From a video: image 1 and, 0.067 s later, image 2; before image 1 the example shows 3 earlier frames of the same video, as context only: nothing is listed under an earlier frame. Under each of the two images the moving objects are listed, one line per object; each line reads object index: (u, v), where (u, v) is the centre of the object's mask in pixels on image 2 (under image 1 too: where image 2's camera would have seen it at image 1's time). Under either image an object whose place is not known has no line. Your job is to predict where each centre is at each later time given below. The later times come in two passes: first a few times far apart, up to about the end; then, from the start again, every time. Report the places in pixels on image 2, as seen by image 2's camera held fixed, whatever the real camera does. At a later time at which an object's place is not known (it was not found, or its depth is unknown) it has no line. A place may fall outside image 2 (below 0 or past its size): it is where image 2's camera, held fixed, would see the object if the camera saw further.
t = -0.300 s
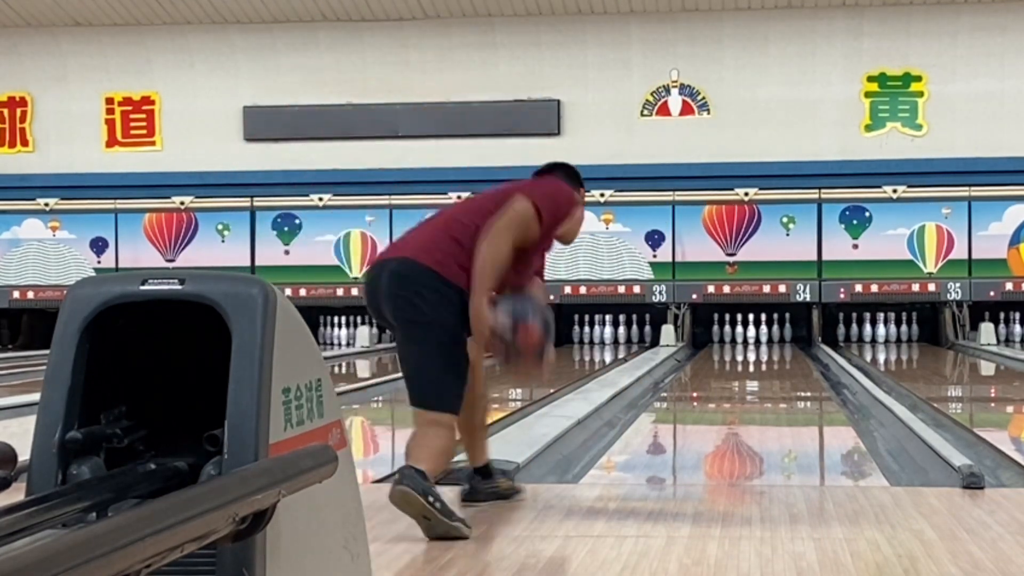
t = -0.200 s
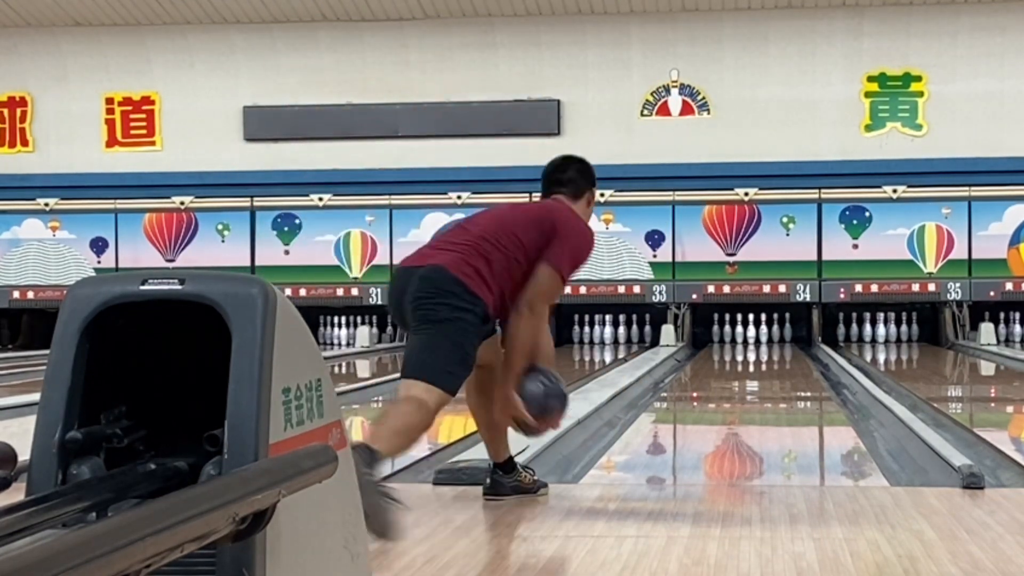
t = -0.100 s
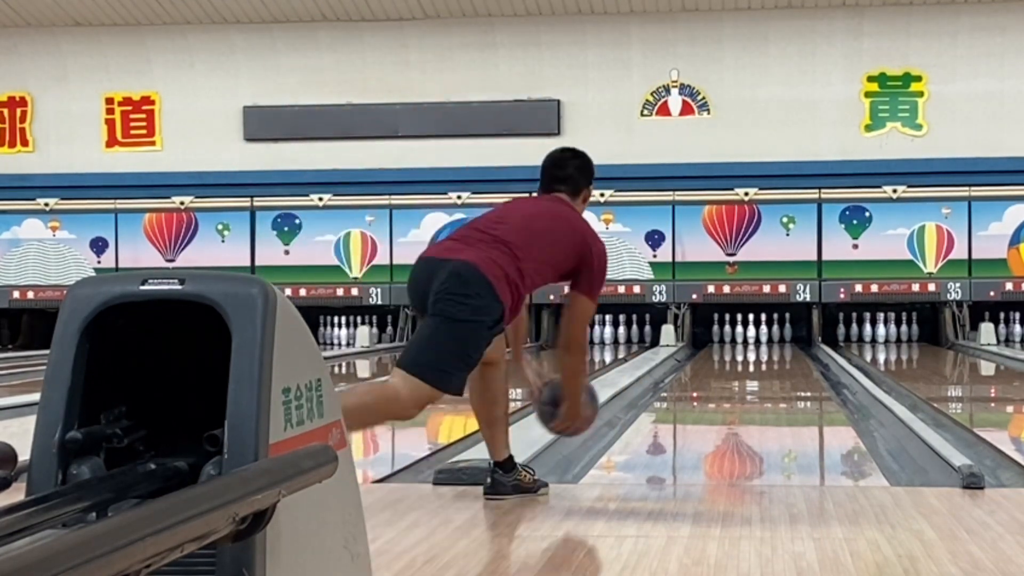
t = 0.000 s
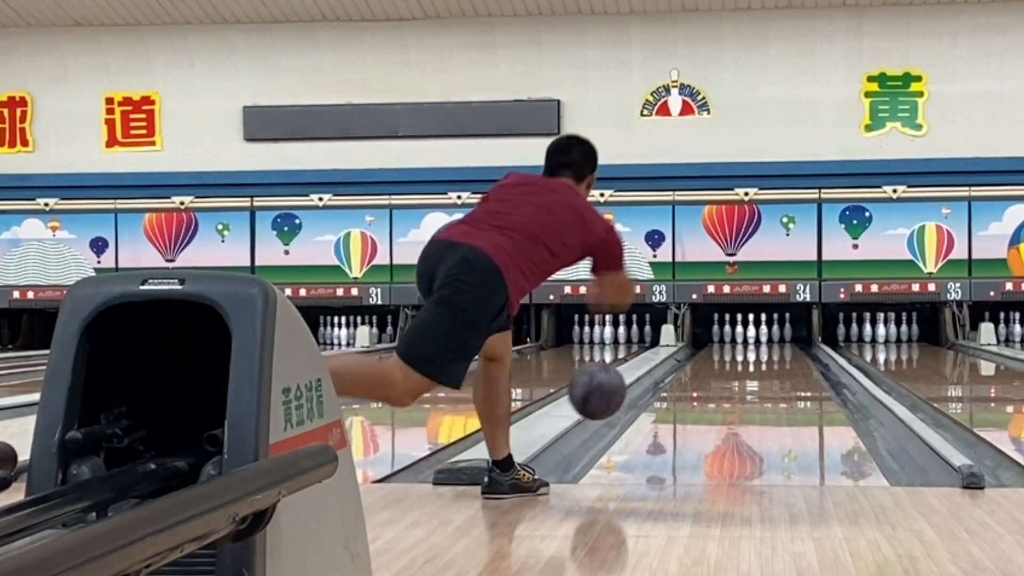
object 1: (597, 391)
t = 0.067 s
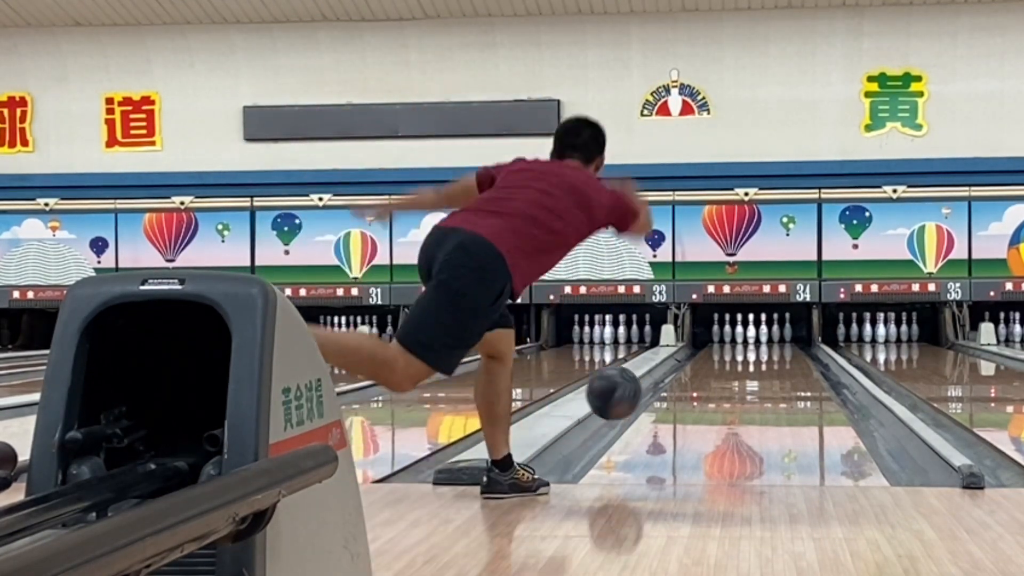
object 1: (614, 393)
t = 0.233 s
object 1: (649, 415)
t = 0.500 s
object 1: (689, 397)
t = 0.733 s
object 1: (715, 385)
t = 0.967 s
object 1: (733, 375)
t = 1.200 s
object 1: (747, 367)
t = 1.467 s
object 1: (758, 359)
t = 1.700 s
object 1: (766, 354)
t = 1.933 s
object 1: (771, 349)
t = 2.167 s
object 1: (776, 346)
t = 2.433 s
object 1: (776, 342)
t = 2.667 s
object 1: (772, 340)
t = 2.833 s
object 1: (766, 338)
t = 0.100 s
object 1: (621, 398)
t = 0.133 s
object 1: (629, 406)
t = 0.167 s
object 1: (636, 416)
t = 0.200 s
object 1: (643, 419)
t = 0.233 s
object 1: (649, 415)
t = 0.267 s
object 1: (655, 414)
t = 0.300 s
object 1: (661, 411)
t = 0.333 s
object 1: (666, 409)
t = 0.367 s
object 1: (671, 405)
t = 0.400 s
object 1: (676, 404)
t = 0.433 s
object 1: (681, 402)
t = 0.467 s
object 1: (685, 399)
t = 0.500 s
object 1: (689, 397)
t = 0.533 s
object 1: (694, 395)
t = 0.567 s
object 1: (698, 394)
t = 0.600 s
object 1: (701, 392)
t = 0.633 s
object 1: (704, 389)
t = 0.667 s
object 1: (708, 388)
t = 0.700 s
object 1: (712, 387)
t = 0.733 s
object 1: (715, 385)
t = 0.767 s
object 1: (717, 384)
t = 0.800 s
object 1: (720, 383)
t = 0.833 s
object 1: (723, 381)
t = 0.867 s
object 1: (726, 380)
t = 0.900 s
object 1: (728, 378)
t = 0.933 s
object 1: (731, 377)
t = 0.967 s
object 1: (733, 375)
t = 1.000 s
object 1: (735, 374)
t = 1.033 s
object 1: (737, 373)
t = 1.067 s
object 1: (739, 372)
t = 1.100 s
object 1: (741, 371)
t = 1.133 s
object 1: (743, 369)
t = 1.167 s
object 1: (745, 368)
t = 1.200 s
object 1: (747, 367)
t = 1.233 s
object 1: (748, 366)
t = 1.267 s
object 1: (750, 365)
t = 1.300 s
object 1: (751, 364)
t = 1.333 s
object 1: (752, 363)
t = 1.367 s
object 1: (754, 362)
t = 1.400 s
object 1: (755, 361)
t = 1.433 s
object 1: (756, 360)
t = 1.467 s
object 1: (758, 359)
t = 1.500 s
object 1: (759, 358)
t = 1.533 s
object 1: (760, 358)
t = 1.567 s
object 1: (762, 357)
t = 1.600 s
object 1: (763, 357)
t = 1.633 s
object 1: (764, 356)
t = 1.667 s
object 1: (765, 355)
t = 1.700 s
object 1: (766, 354)
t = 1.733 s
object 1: (768, 353)
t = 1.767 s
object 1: (768, 353)
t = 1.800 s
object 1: (769, 352)
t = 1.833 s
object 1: (769, 352)
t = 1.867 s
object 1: (770, 351)
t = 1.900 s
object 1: (771, 350)
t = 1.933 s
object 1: (771, 349)
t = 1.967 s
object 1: (772, 349)
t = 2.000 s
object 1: (773, 348)
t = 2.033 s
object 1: (774, 348)
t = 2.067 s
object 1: (774, 347)
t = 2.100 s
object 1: (775, 347)
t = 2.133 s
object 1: (776, 346)
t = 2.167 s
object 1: (776, 346)
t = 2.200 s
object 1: (776, 345)
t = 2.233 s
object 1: (776, 345)
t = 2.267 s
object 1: (777, 344)
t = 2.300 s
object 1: (776, 344)
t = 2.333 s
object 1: (777, 343)
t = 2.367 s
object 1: (776, 343)
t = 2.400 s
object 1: (777, 343)
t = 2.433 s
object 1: (776, 342)
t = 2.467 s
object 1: (776, 342)
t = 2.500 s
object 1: (776, 342)
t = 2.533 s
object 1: (775, 341)
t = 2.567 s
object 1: (775, 341)
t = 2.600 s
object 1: (774, 341)
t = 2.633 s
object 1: (773, 340)
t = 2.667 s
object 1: (772, 340)
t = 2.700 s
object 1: (771, 340)
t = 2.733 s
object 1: (769, 339)
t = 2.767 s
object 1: (768, 339)
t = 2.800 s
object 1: (767, 338)
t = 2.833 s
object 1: (766, 338)
